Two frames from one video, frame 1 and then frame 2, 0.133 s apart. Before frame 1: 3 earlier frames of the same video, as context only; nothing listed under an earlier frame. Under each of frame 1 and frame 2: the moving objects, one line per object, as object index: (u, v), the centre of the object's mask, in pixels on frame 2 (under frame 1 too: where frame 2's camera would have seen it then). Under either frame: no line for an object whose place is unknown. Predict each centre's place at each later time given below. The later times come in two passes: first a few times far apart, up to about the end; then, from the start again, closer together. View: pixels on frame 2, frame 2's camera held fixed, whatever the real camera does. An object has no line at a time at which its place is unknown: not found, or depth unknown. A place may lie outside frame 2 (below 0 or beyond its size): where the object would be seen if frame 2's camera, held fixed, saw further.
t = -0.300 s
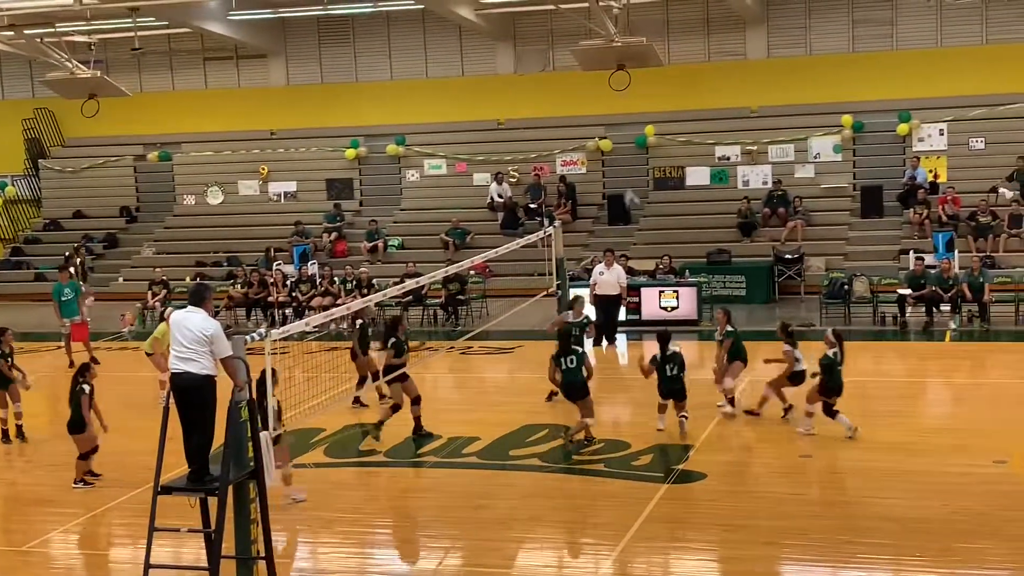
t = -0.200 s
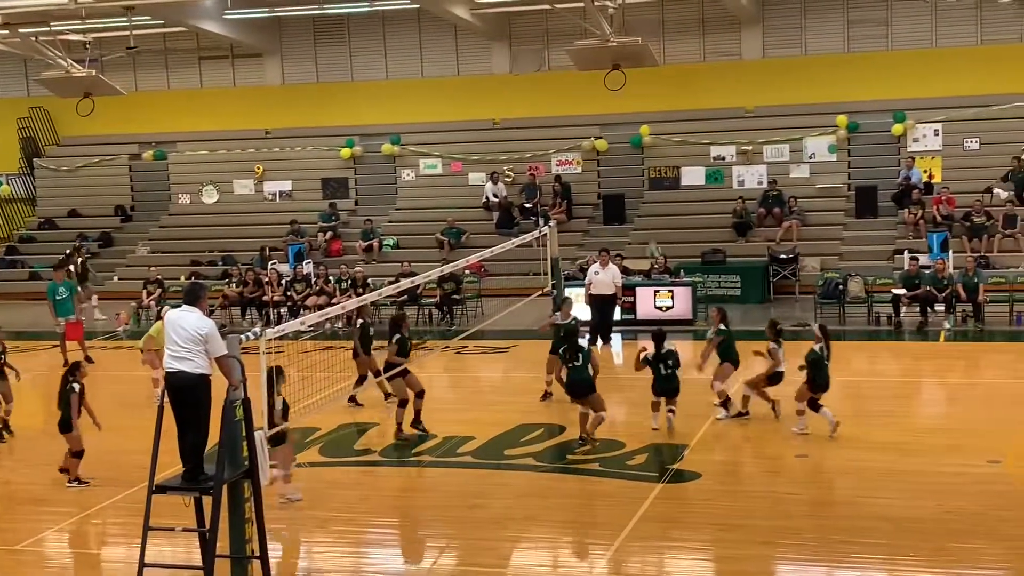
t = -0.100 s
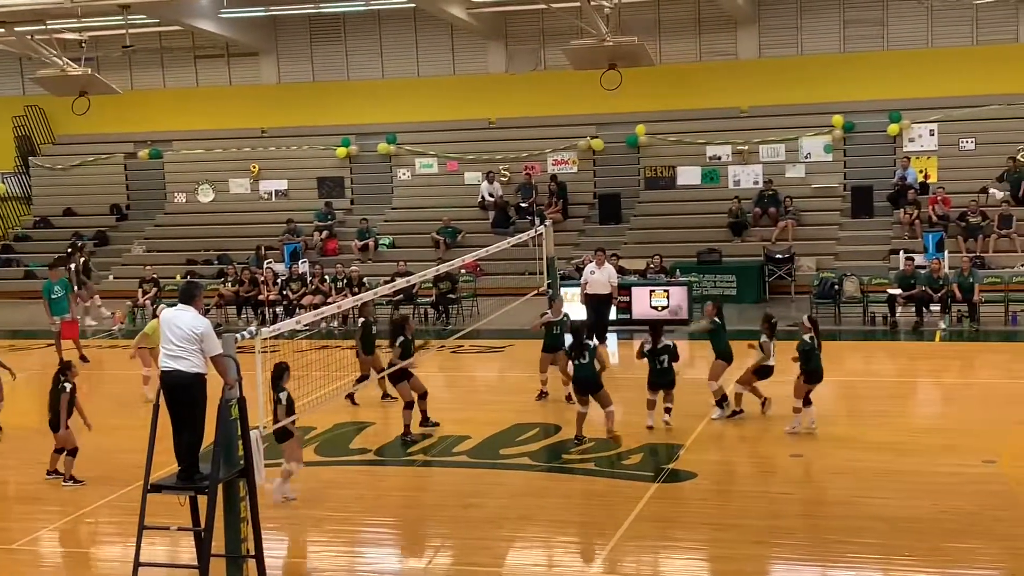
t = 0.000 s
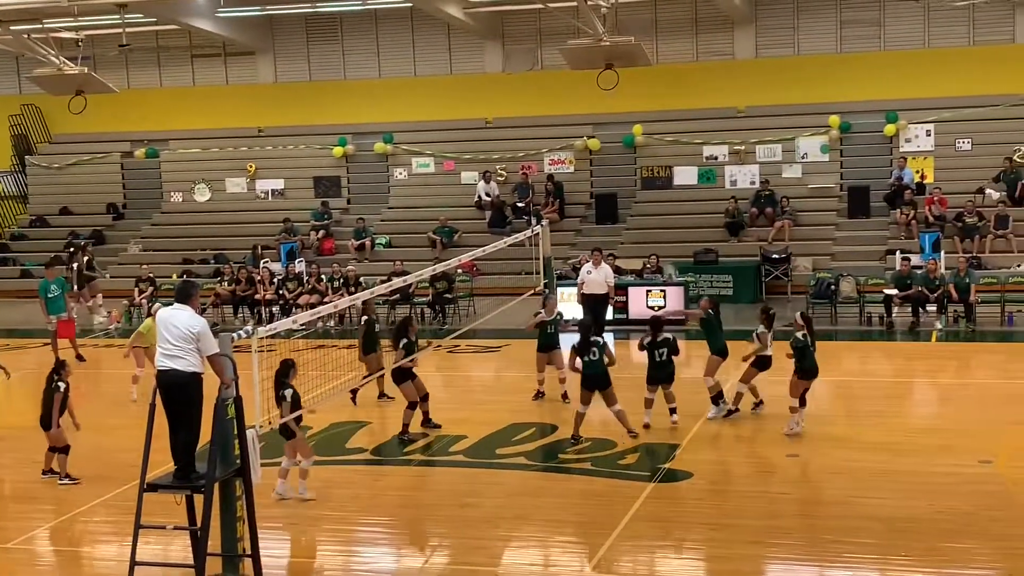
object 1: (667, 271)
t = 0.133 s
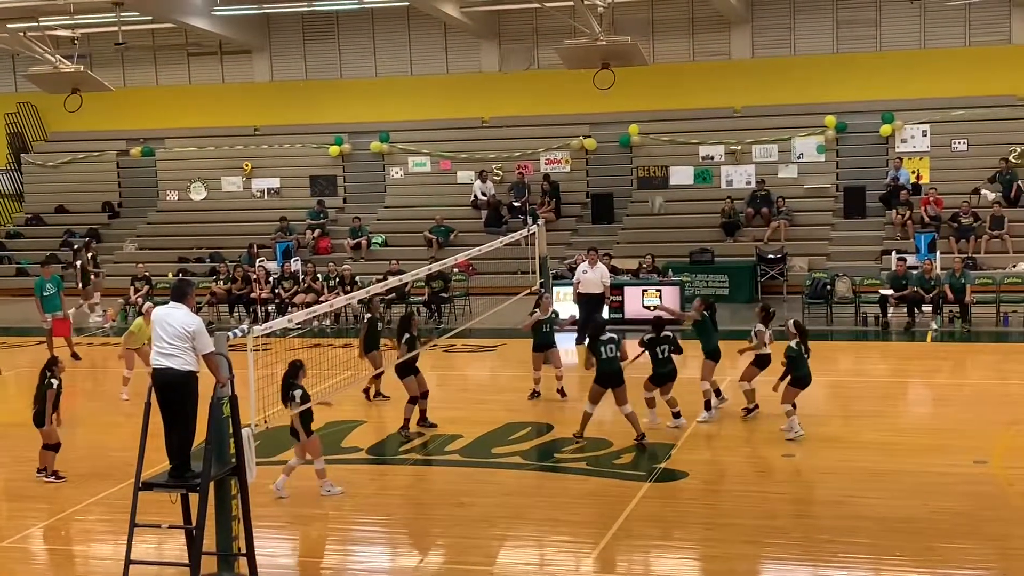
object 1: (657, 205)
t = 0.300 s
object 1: (643, 138)
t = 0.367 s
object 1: (637, 117)
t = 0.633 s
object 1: (620, 67)
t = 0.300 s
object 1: (643, 138)
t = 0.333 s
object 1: (640, 127)
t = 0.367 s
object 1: (637, 117)
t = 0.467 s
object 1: (632, 92)
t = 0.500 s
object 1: (629, 86)
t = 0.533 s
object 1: (627, 80)
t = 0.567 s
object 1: (624, 75)
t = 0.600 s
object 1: (622, 70)
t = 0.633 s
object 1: (620, 67)
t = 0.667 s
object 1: (617, 64)
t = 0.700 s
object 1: (615, 63)
